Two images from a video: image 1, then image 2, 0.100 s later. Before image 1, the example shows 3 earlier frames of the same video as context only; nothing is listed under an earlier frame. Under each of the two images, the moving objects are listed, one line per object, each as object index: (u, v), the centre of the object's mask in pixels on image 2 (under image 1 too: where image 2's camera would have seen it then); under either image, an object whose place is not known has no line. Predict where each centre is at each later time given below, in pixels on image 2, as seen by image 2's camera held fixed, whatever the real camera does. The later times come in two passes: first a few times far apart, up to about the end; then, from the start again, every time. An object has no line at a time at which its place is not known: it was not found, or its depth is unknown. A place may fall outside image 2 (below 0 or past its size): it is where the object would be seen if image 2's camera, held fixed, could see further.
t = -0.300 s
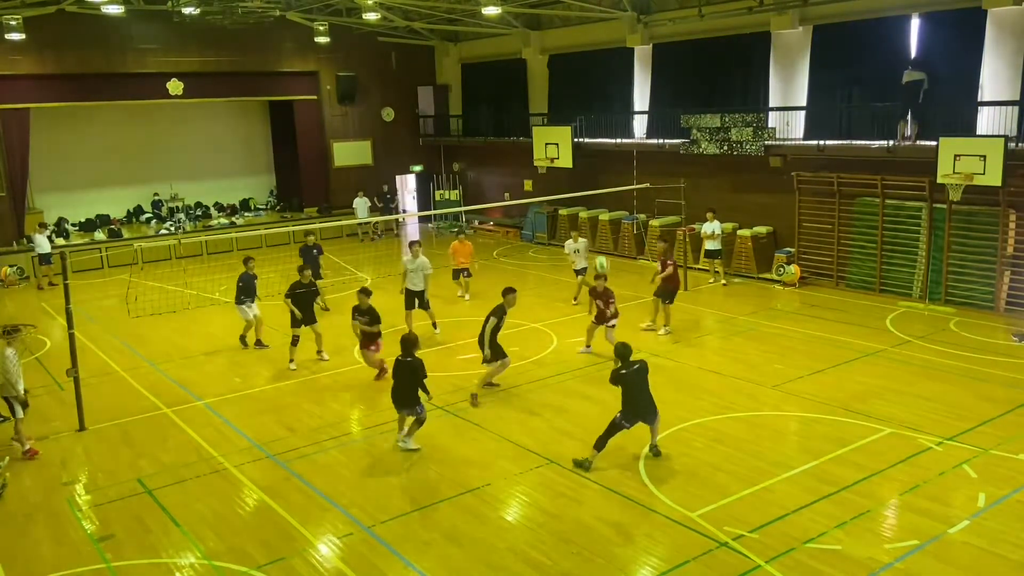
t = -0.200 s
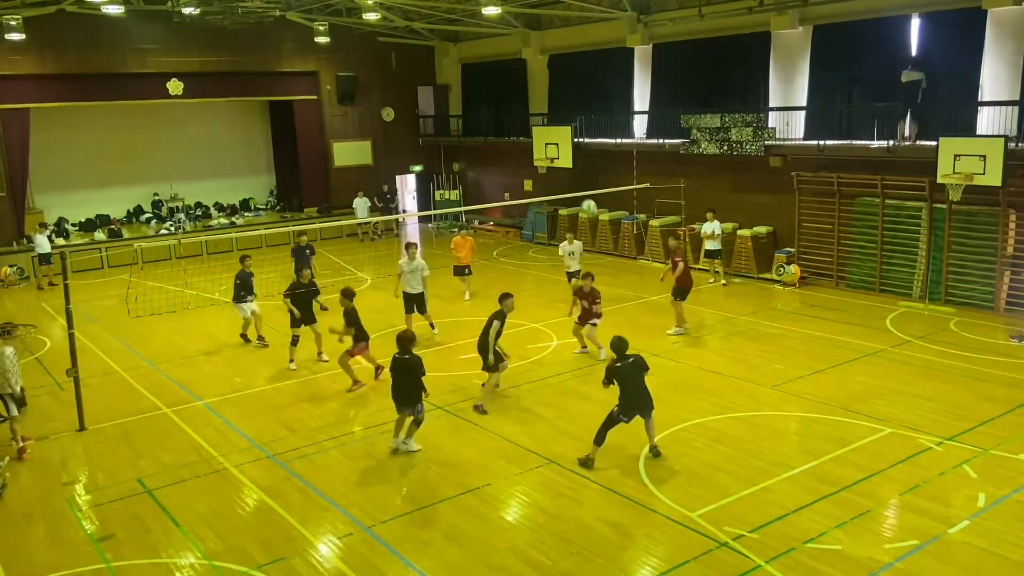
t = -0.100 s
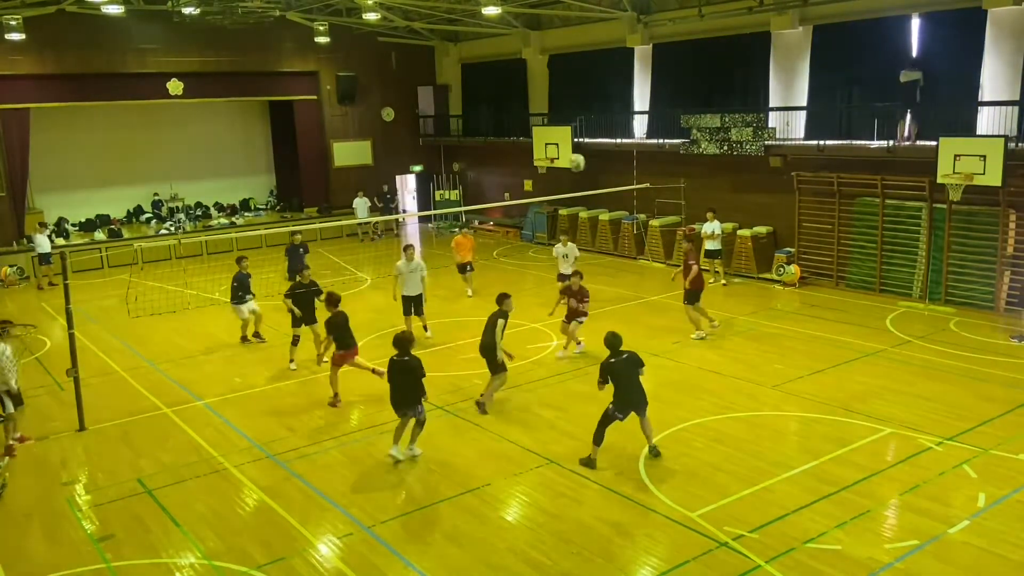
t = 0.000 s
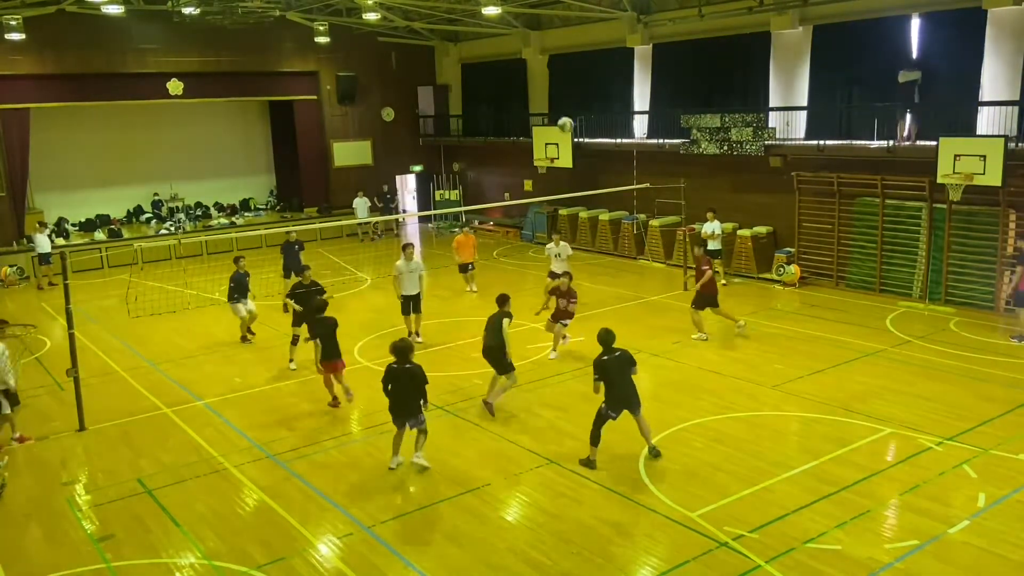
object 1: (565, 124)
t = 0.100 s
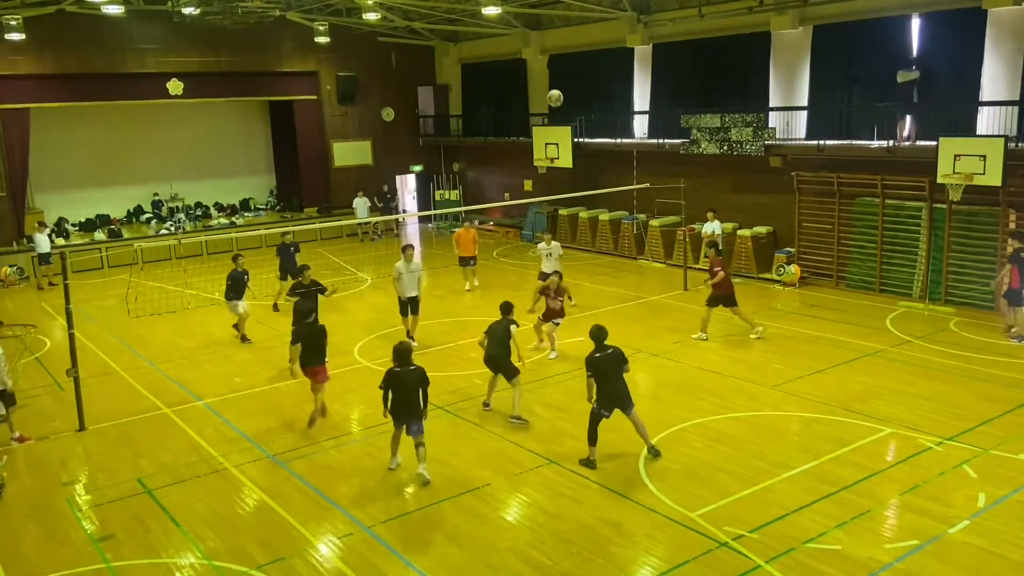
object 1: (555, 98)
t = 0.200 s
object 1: (544, 79)
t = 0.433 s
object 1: (523, 65)
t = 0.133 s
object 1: (552, 91)
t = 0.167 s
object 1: (548, 84)
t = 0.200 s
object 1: (544, 79)
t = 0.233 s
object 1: (541, 75)
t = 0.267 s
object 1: (538, 71)
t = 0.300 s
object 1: (535, 67)
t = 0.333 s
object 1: (531, 65)
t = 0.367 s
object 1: (529, 65)
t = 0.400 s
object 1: (526, 65)
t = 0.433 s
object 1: (523, 65)
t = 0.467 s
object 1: (521, 67)
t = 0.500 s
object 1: (518, 69)
